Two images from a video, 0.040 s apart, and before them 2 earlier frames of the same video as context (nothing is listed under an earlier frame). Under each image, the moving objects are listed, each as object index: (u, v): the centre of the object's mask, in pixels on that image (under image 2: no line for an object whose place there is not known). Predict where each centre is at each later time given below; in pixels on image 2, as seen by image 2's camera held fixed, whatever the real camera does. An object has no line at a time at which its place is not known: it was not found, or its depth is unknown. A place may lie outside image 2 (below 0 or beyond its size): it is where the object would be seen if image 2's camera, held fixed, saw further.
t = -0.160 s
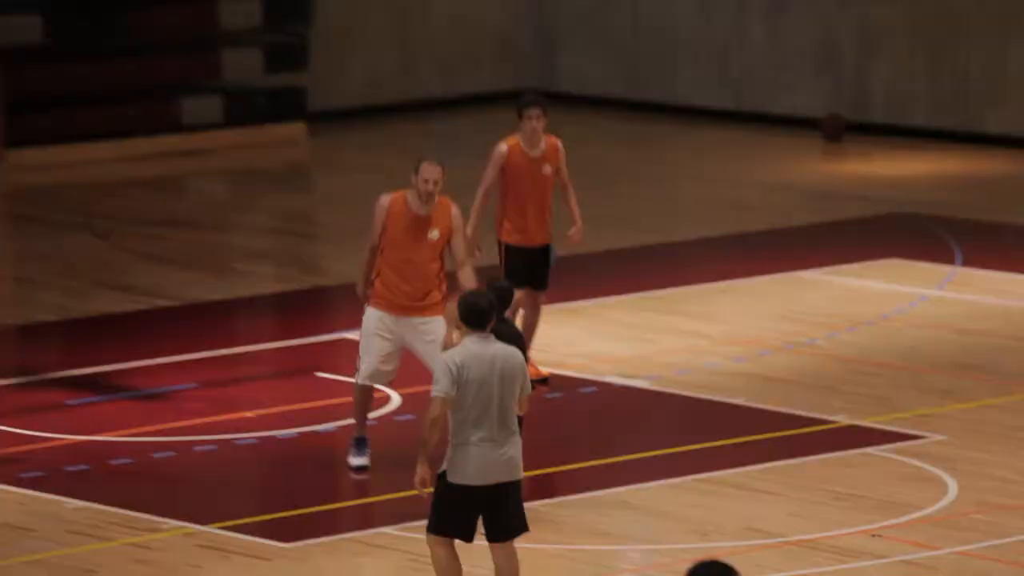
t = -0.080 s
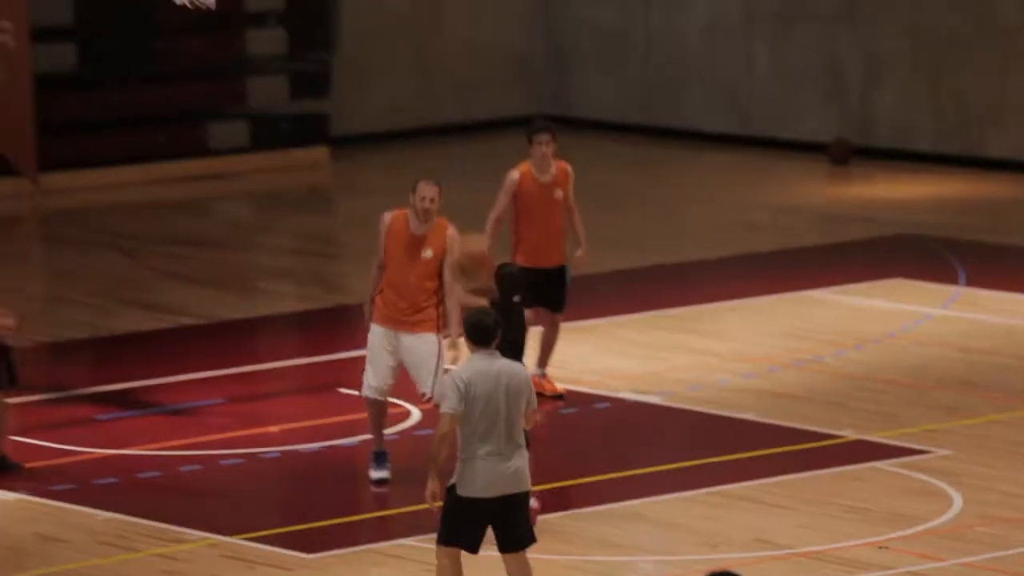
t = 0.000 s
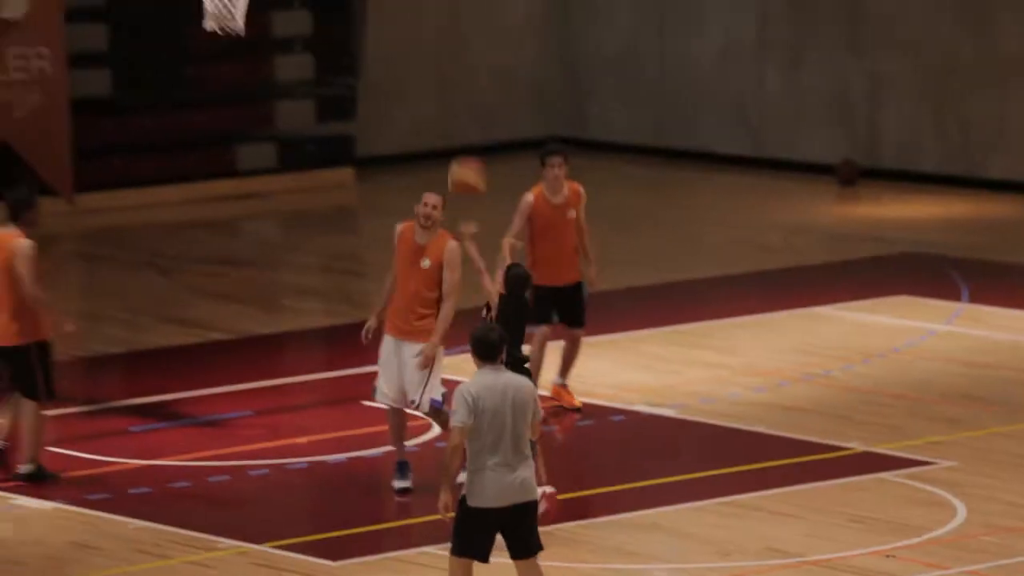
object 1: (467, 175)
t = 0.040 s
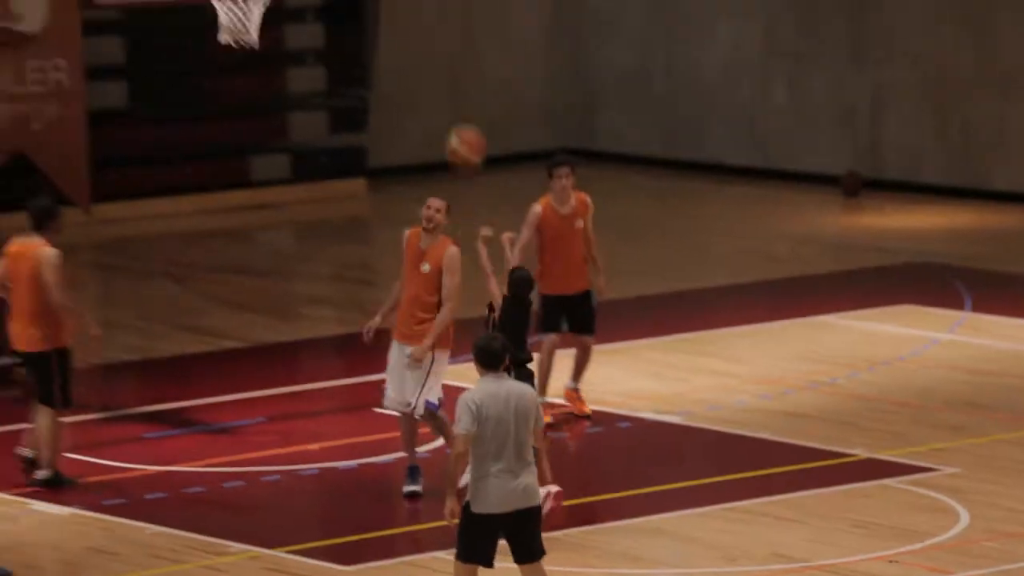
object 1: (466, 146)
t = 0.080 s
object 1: (455, 107)
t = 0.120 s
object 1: (443, 66)
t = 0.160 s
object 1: (430, 30)
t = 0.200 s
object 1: (418, -1)
